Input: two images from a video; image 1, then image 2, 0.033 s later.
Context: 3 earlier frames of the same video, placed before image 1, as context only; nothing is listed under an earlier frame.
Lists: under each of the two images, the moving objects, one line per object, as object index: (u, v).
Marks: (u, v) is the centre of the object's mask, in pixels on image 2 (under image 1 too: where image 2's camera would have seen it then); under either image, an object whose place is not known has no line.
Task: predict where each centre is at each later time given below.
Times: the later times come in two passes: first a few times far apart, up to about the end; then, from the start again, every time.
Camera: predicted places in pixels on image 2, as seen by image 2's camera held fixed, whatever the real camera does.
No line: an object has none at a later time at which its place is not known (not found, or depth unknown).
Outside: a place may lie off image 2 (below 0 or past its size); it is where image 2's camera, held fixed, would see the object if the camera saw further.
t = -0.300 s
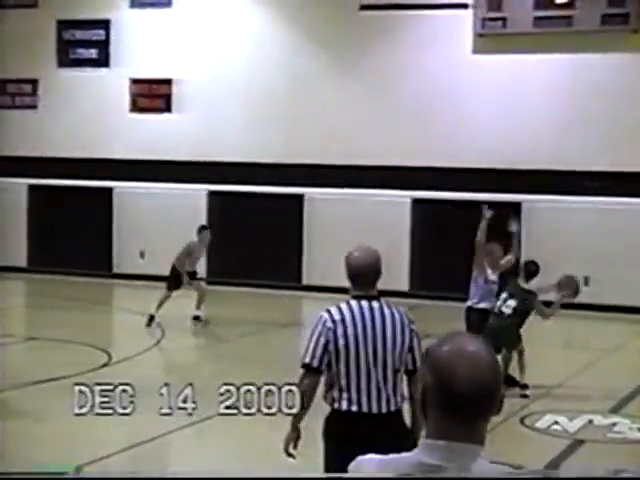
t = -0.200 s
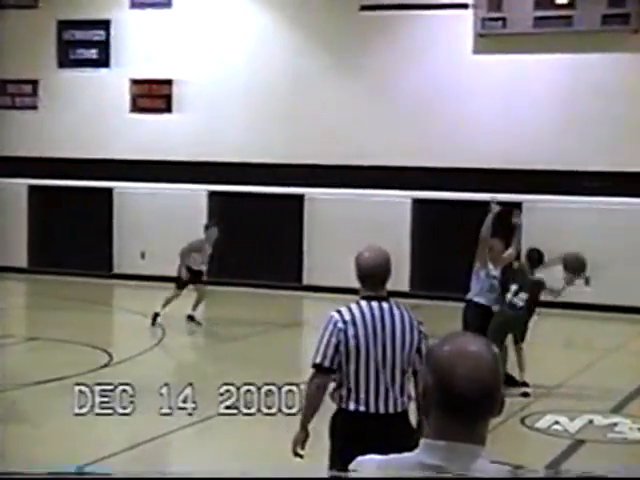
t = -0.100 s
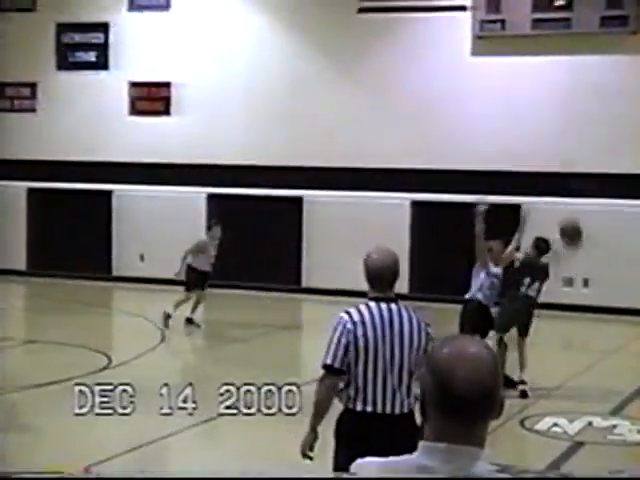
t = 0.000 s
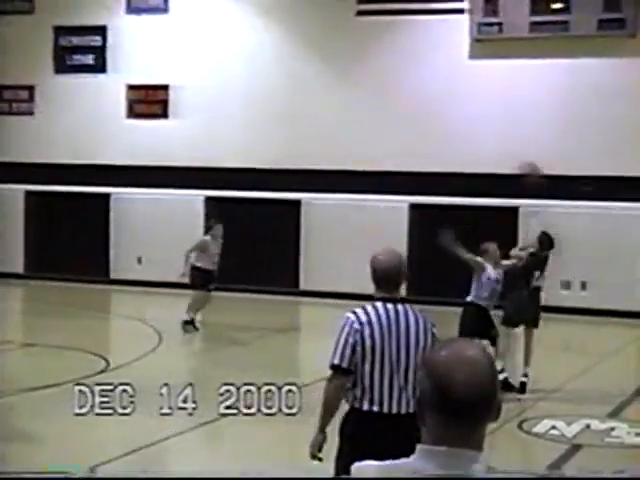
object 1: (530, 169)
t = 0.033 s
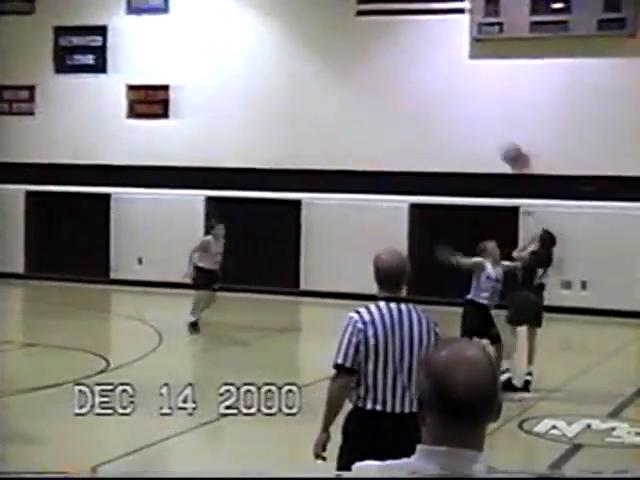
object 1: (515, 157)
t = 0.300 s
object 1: (392, 63)
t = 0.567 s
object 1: (286, 41)
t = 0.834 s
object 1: (193, 78)
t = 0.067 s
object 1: (499, 141)
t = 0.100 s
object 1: (482, 126)
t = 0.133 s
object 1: (466, 112)
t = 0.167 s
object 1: (450, 100)
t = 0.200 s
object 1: (435, 89)
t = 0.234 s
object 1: (420, 79)
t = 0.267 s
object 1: (406, 71)
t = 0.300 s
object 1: (392, 63)
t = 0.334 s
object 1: (378, 57)
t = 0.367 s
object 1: (365, 52)
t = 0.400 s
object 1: (351, 48)
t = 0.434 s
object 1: (338, 45)
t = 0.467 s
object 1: (325, 43)
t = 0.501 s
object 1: (312, 41)
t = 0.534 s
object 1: (299, 41)
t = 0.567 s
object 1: (286, 41)
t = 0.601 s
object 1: (274, 43)
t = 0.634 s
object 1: (261, 45)
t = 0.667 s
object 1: (249, 49)
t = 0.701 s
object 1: (238, 53)
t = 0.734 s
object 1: (226, 58)
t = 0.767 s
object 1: (215, 64)
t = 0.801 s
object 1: (204, 70)
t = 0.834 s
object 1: (193, 78)
